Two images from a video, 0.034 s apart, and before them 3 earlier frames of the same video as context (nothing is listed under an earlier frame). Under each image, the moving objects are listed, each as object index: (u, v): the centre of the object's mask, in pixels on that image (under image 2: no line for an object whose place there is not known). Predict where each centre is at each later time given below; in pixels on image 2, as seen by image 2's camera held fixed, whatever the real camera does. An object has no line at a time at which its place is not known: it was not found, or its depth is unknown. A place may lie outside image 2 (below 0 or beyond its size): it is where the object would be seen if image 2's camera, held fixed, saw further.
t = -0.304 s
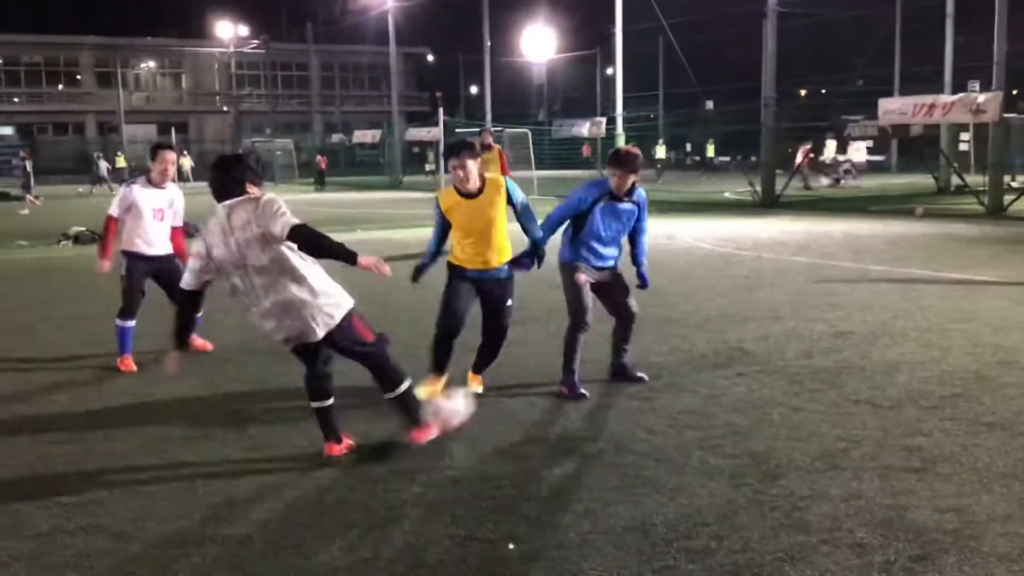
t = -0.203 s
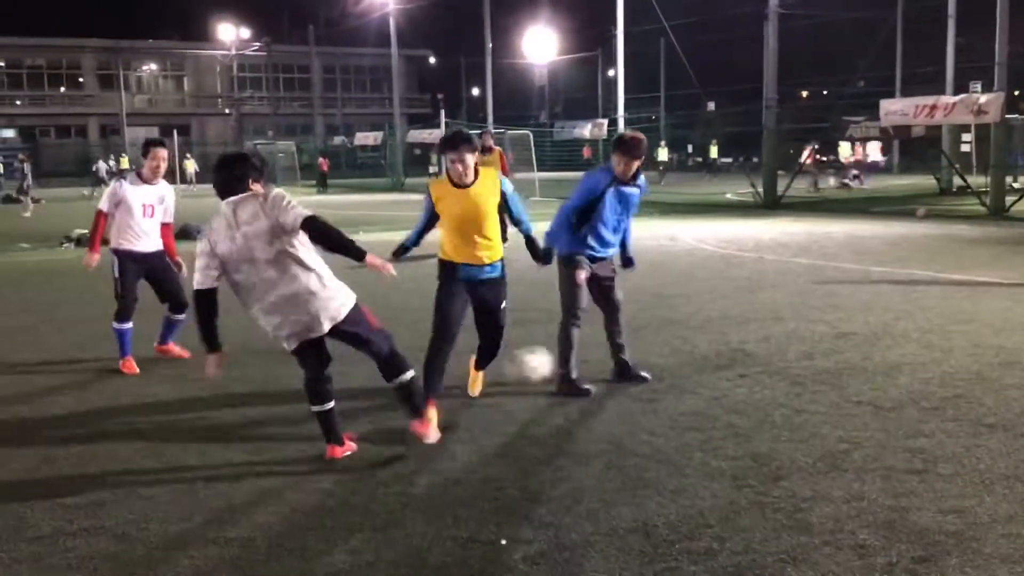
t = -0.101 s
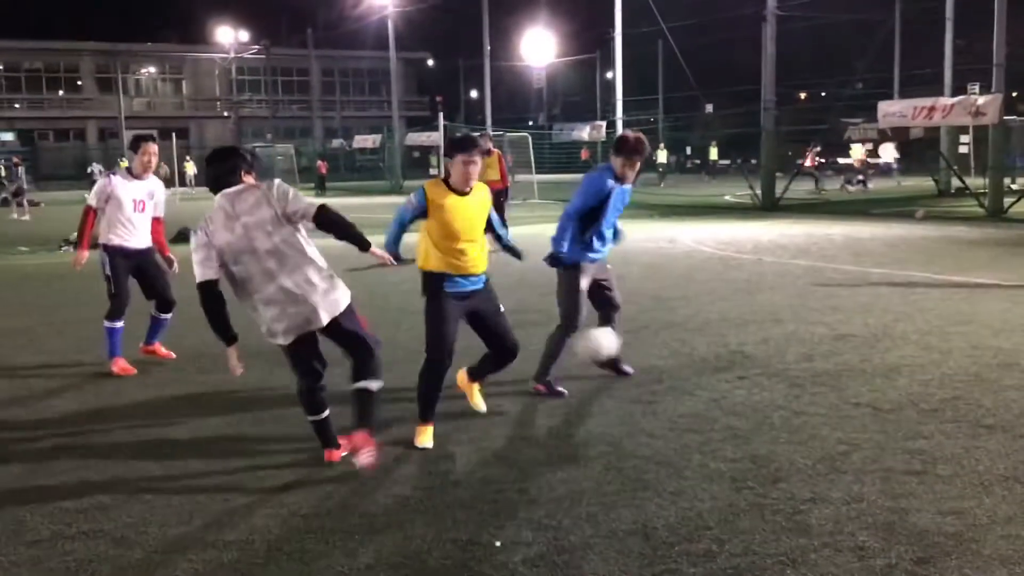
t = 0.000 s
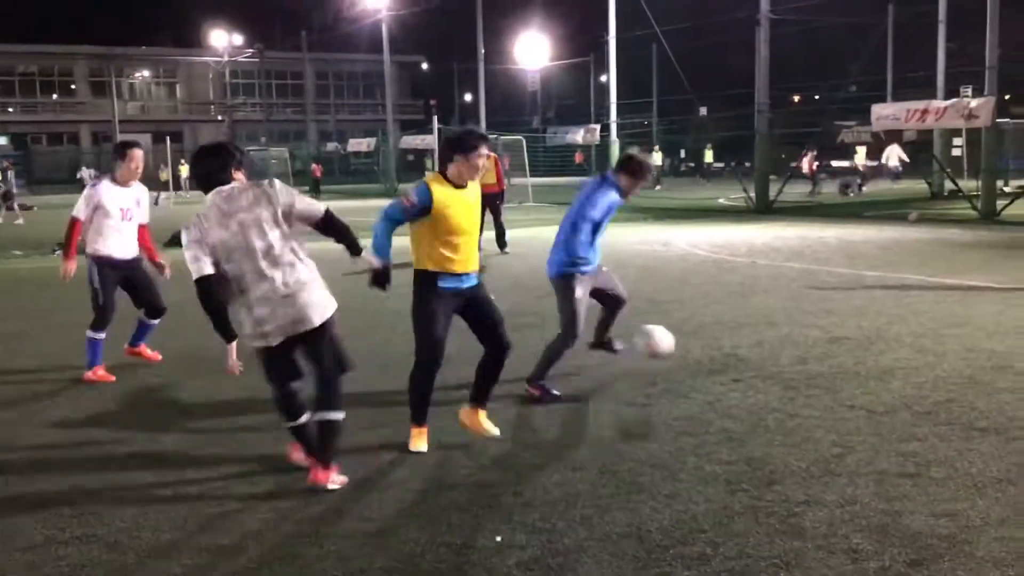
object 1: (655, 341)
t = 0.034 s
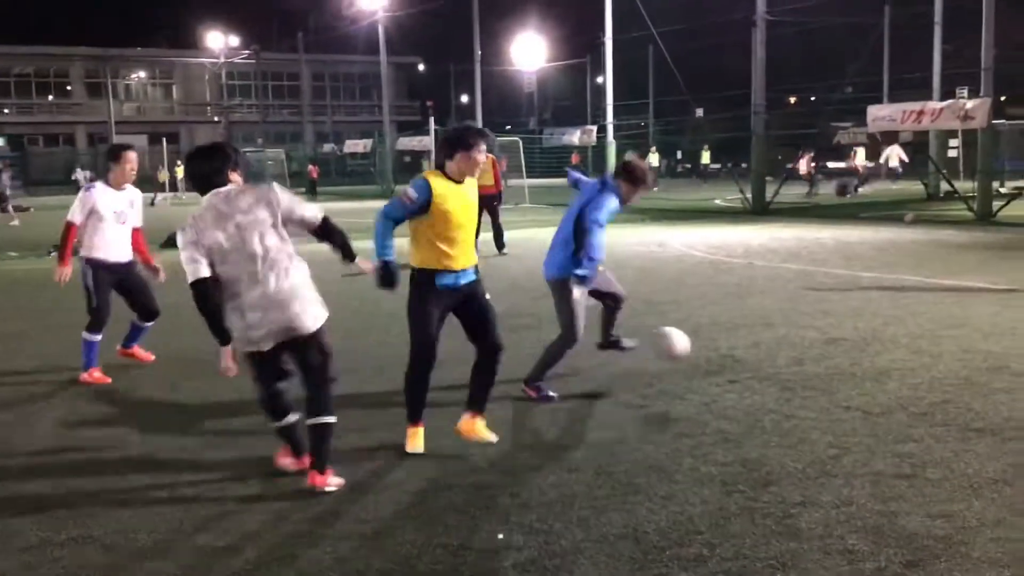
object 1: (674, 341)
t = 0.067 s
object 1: (689, 345)
